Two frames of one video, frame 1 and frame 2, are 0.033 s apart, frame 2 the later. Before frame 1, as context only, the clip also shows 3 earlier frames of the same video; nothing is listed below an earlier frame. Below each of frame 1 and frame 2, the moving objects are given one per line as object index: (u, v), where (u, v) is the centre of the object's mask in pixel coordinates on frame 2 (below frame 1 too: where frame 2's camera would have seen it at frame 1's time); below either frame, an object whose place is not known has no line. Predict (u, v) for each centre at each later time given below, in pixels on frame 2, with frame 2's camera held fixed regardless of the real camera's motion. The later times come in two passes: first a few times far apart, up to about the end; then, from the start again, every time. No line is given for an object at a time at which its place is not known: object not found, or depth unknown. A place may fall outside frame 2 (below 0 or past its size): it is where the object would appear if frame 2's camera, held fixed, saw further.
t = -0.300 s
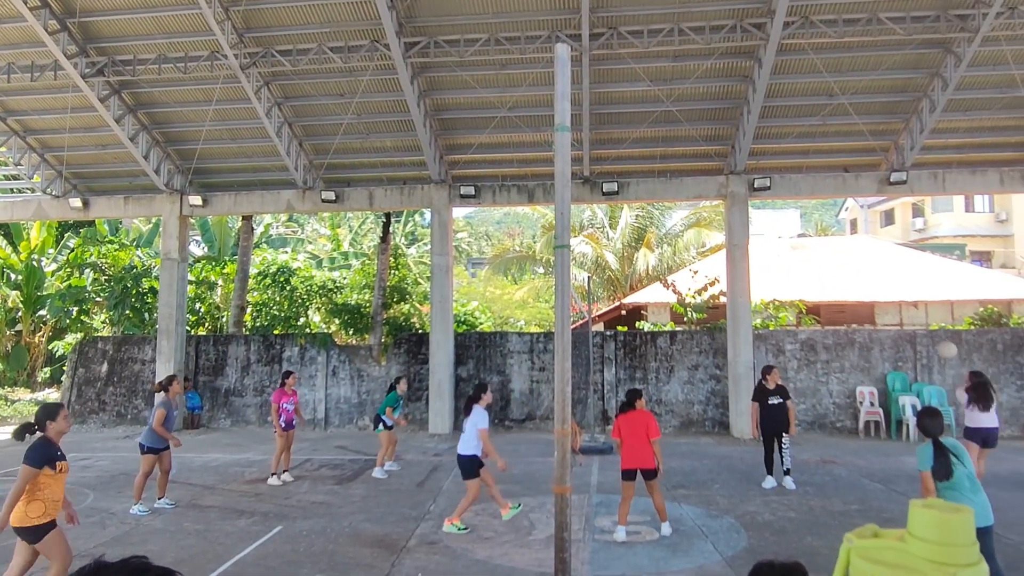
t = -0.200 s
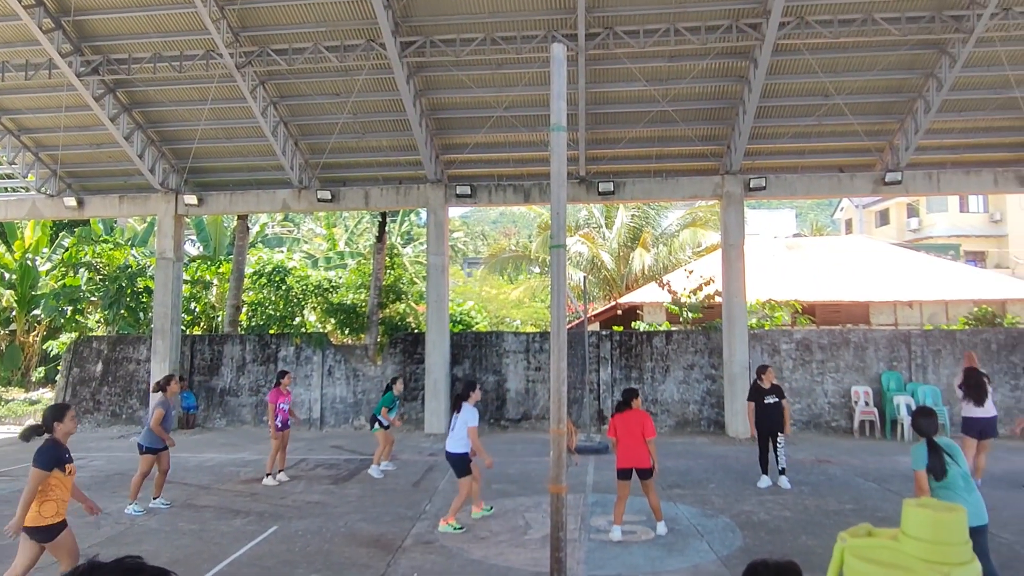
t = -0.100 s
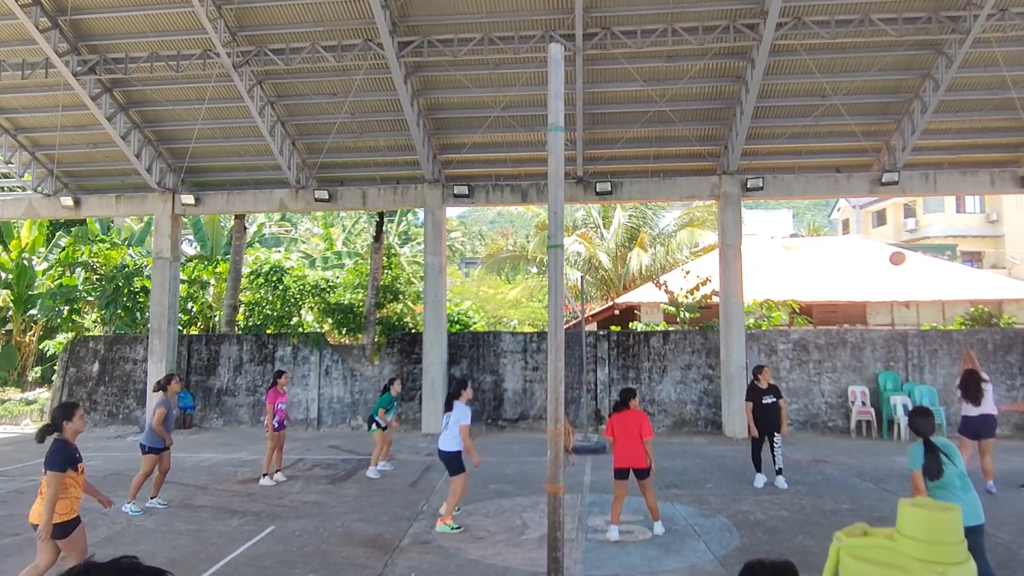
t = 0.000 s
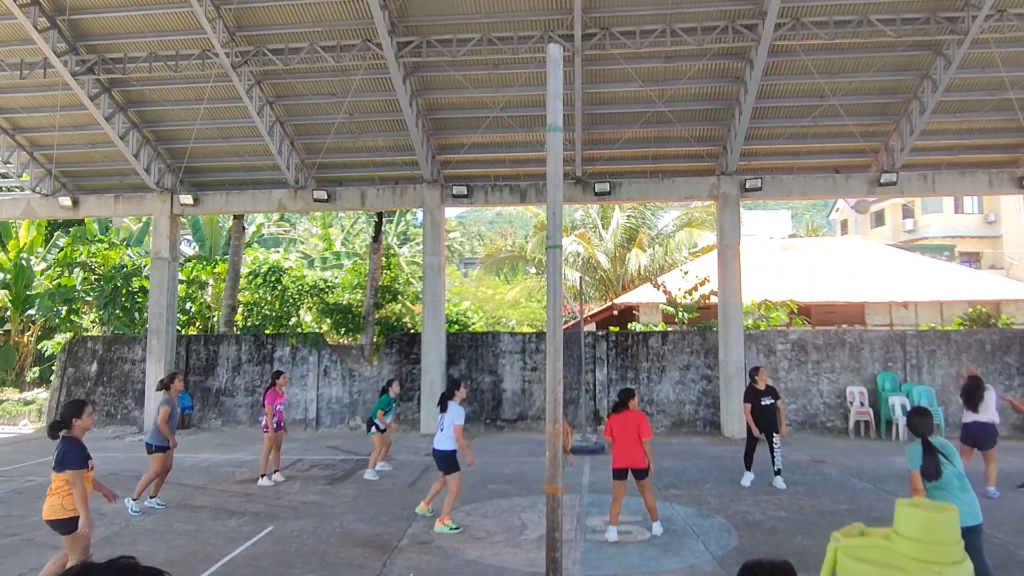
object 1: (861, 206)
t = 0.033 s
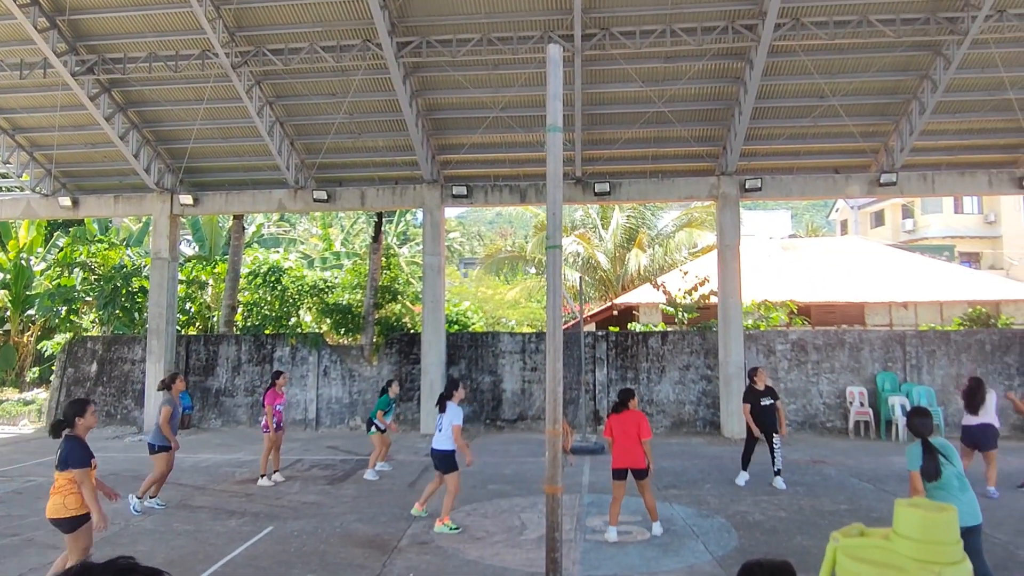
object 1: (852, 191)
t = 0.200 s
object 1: (797, 129)
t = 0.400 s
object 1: (737, 83)
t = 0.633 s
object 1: (670, 68)
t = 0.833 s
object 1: (614, 88)
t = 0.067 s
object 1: (841, 176)
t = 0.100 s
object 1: (829, 164)
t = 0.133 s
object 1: (818, 151)
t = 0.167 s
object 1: (808, 139)
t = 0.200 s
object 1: (797, 129)
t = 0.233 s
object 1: (787, 119)
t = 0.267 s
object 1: (776, 110)
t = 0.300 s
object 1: (766, 102)
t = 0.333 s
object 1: (756, 95)
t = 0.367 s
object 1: (747, 89)
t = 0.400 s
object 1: (737, 83)
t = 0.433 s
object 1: (727, 78)
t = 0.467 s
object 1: (718, 75)
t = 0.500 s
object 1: (708, 71)
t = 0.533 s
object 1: (698, 69)
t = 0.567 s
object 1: (689, 68)
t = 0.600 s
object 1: (680, 67)
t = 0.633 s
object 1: (670, 68)
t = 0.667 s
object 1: (660, 69)
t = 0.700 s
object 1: (651, 71)
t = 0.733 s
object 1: (642, 74)
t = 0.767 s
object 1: (633, 78)
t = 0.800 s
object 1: (623, 82)
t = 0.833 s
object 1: (614, 88)
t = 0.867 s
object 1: (606, 94)
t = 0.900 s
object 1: (596, 101)
